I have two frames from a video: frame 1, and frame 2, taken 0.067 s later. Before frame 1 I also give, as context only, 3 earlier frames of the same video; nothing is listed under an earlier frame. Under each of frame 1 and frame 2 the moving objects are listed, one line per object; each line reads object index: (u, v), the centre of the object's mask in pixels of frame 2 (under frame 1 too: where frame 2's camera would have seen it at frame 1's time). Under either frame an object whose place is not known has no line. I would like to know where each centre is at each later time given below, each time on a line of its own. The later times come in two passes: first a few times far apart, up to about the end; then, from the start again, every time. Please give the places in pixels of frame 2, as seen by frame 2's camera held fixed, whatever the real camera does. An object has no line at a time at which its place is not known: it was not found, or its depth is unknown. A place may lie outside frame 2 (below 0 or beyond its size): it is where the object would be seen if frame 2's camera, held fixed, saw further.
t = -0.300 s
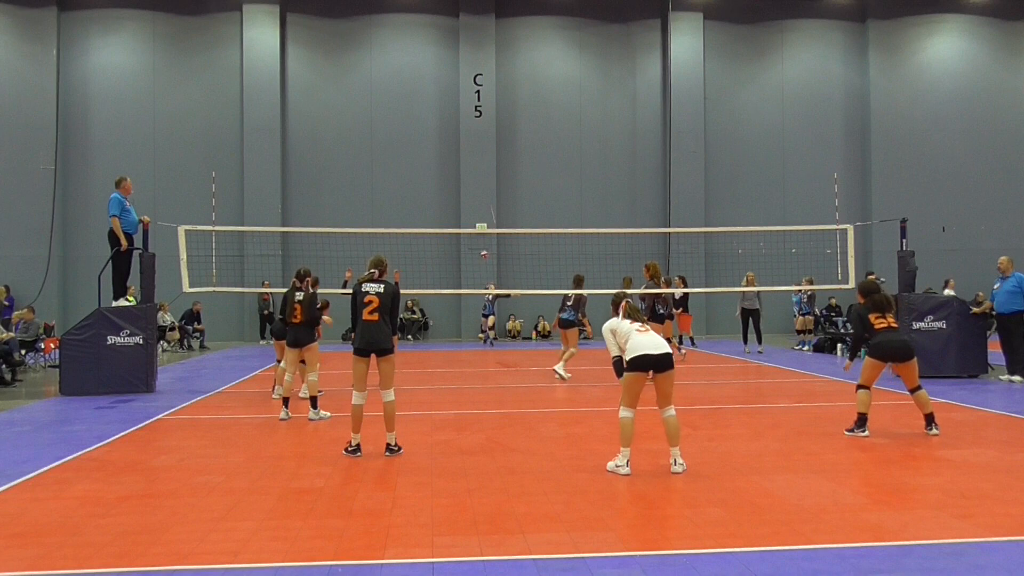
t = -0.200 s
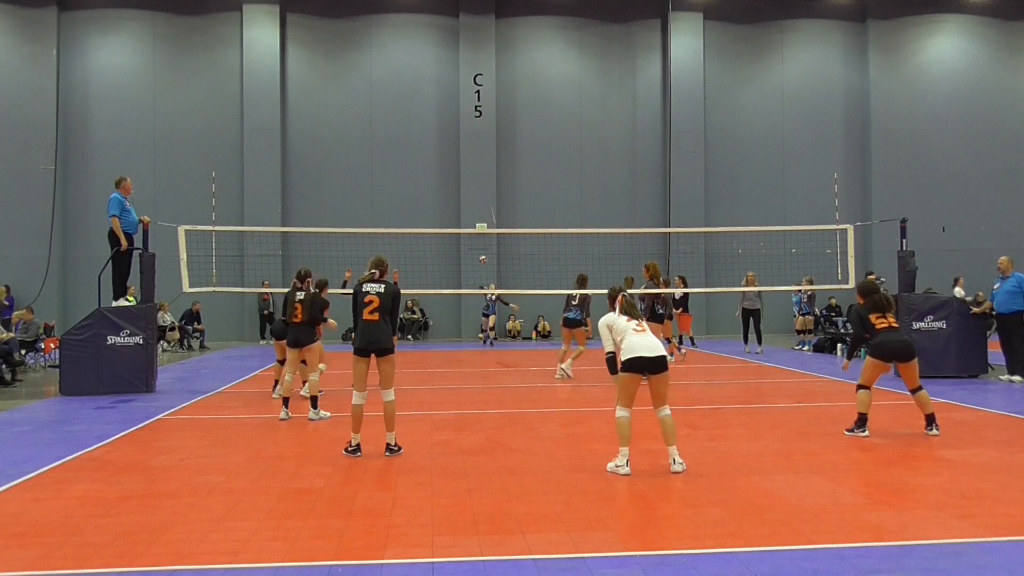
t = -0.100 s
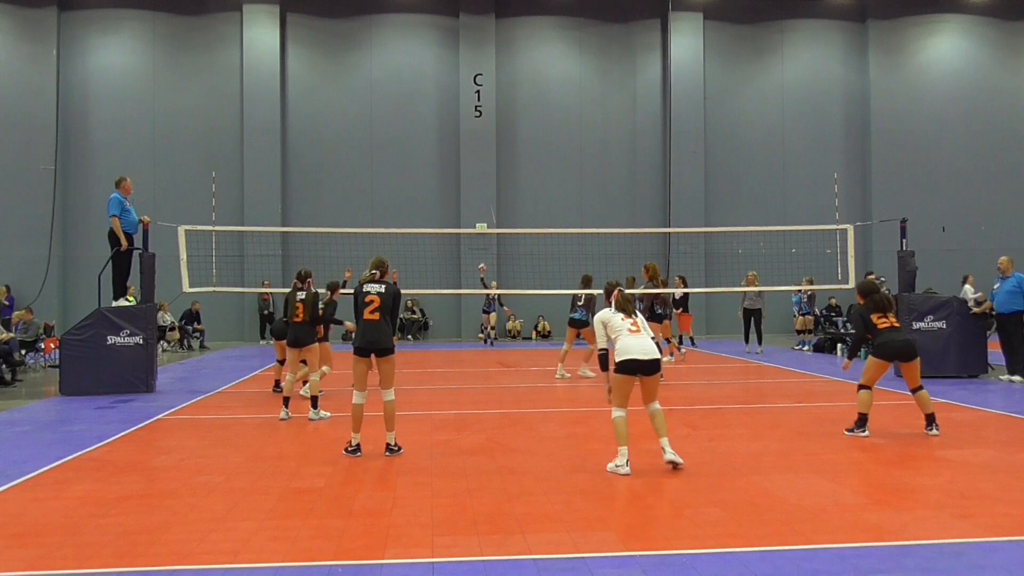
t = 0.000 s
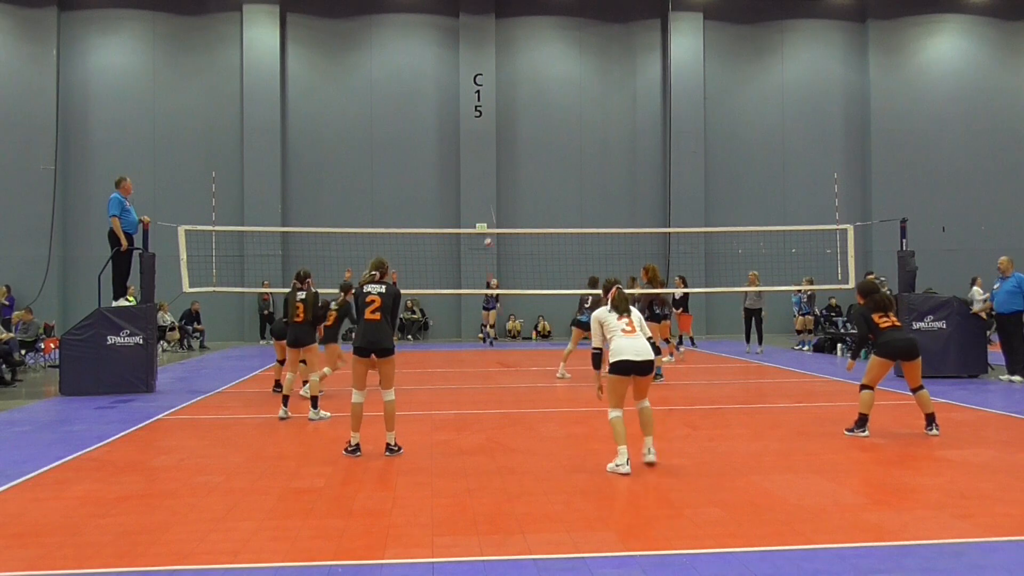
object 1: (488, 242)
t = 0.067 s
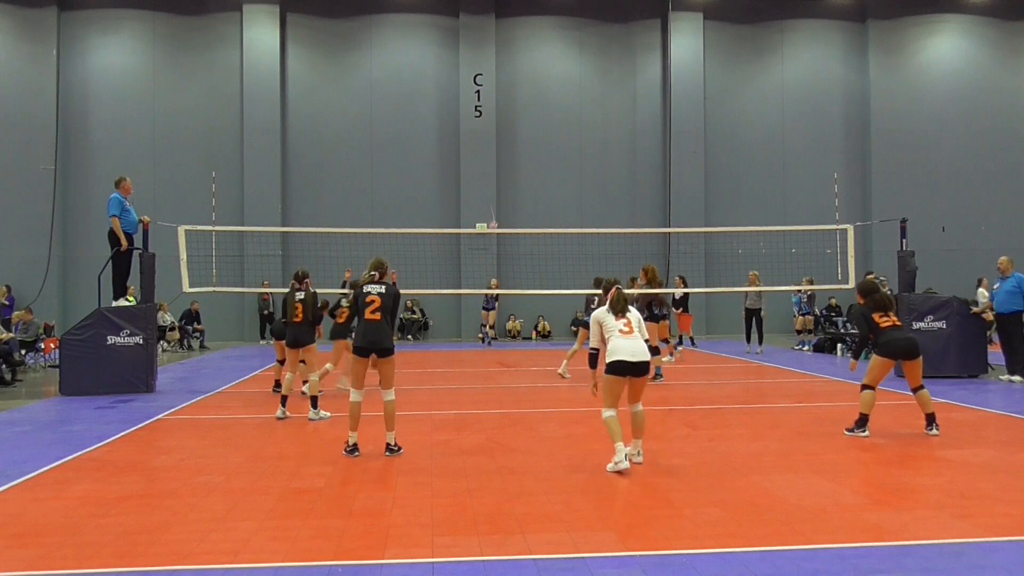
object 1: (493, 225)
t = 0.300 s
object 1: (512, 178)
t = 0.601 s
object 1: (540, 145)
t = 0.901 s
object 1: (579, 156)
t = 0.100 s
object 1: (496, 219)
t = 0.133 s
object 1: (498, 212)
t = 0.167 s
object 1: (500, 203)
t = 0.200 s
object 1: (503, 196)
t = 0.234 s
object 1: (506, 189)
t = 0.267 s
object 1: (509, 183)
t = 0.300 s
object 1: (512, 178)
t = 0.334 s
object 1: (515, 171)
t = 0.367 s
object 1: (517, 167)
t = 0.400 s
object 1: (520, 162)
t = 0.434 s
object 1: (523, 159)
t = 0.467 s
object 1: (526, 155)
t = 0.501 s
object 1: (530, 152)
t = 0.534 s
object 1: (533, 149)
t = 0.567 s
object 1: (537, 146)
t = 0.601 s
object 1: (540, 145)
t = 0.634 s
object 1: (545, 143)
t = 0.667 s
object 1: (548, 142)
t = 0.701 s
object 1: (552, 142)
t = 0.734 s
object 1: (557, 143)
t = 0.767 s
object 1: (561, 143)
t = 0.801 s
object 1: (565, 145)
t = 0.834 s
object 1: (570, 148)
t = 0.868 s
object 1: (575, 151)
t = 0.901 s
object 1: (579, 156)
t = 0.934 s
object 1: (585, 161)
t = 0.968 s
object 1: (590, 168)
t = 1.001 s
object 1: (595, 176)
